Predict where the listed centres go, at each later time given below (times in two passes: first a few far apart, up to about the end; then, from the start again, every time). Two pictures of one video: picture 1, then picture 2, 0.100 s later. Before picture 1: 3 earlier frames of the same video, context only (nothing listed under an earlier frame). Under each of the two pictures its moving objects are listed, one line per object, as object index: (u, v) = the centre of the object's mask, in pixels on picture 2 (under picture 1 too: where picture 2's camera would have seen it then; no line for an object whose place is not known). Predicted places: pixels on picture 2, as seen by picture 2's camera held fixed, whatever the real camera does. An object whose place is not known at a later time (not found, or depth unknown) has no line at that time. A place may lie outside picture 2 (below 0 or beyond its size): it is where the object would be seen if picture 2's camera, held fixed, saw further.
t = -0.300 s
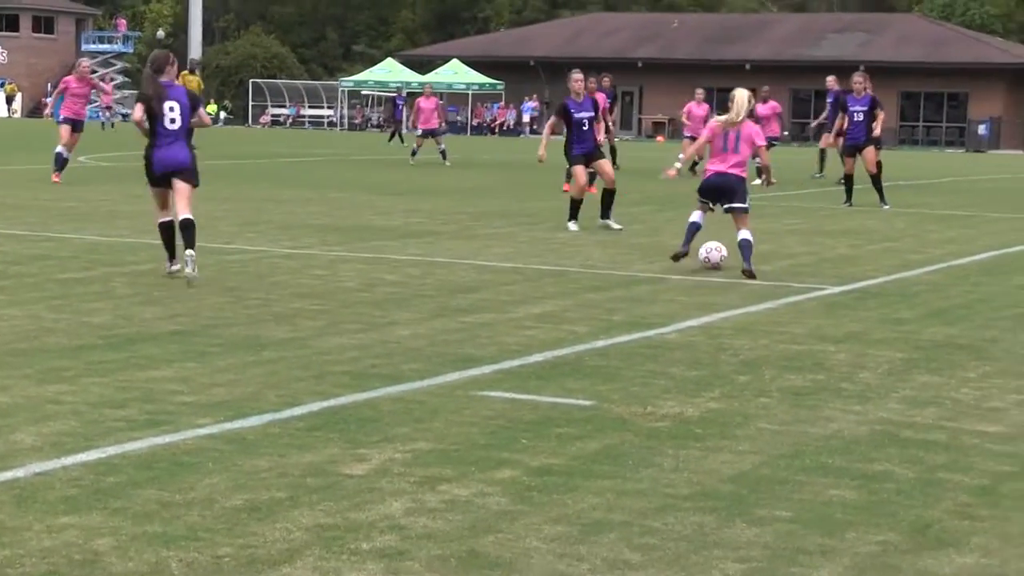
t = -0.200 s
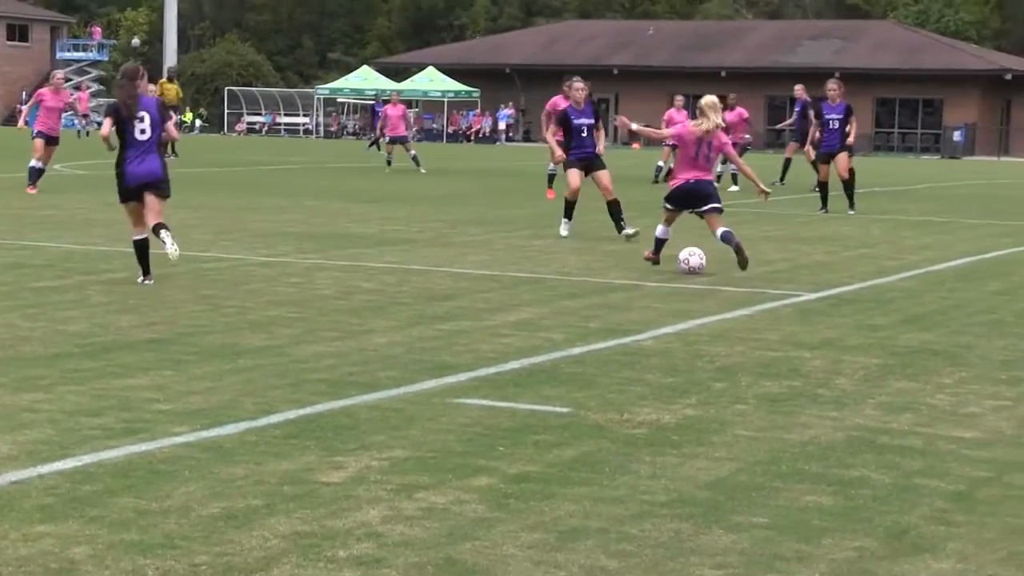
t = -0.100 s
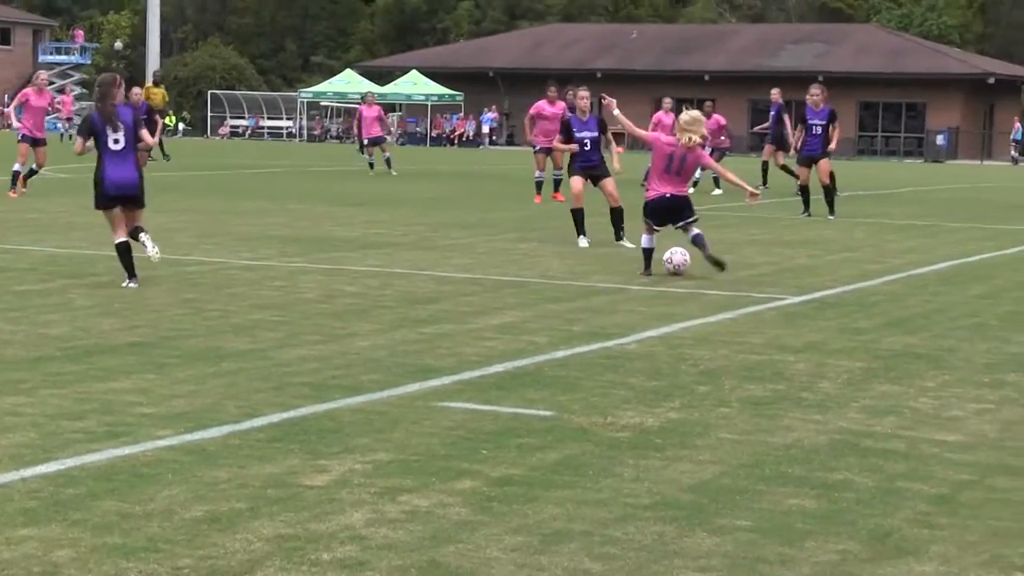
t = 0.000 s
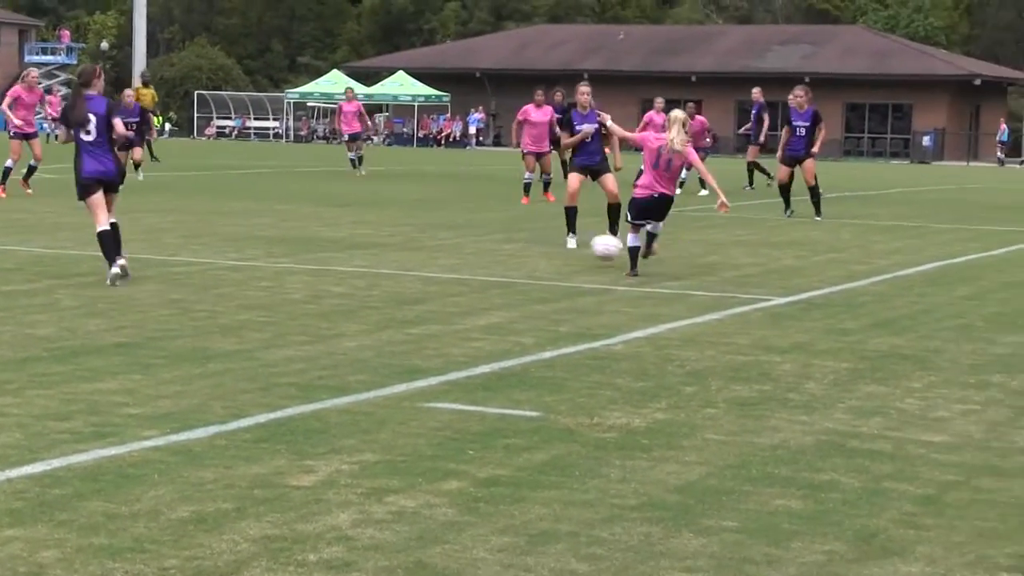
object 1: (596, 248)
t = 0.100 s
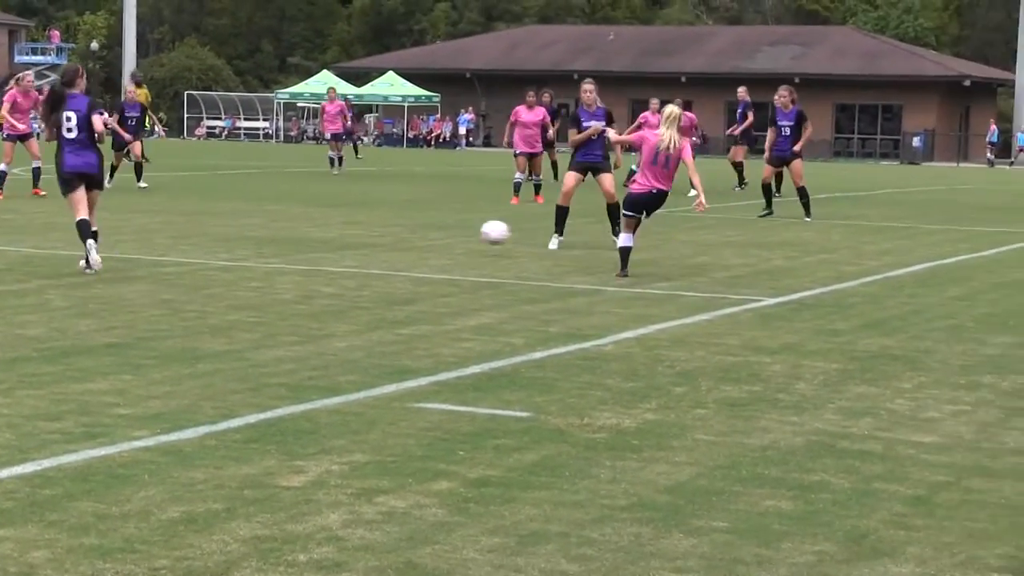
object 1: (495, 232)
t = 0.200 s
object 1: (403, 230)
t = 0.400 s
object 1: (263, 205)
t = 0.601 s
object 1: (146, 209)
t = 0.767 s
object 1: (76, 189)
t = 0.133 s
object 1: (463, 229)
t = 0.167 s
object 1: (432, 229)
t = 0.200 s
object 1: (403, 230)
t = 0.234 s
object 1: (374, 232)
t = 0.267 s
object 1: (349, 228)
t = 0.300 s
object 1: (328, 220)
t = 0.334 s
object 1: (305, 214)
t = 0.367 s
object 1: (284, 209)
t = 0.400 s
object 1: (263, 205)
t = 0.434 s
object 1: (242, 203)
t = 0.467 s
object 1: (222, 202)
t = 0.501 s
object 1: (202, 203)
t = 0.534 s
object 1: (184, 203)
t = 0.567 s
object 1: (165, 206)
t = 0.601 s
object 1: (146, 209)
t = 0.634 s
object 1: (131, 207)
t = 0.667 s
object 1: (117, 200)
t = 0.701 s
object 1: (103, 195)
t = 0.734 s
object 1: (90, 192)
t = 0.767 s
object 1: (76, 189)
